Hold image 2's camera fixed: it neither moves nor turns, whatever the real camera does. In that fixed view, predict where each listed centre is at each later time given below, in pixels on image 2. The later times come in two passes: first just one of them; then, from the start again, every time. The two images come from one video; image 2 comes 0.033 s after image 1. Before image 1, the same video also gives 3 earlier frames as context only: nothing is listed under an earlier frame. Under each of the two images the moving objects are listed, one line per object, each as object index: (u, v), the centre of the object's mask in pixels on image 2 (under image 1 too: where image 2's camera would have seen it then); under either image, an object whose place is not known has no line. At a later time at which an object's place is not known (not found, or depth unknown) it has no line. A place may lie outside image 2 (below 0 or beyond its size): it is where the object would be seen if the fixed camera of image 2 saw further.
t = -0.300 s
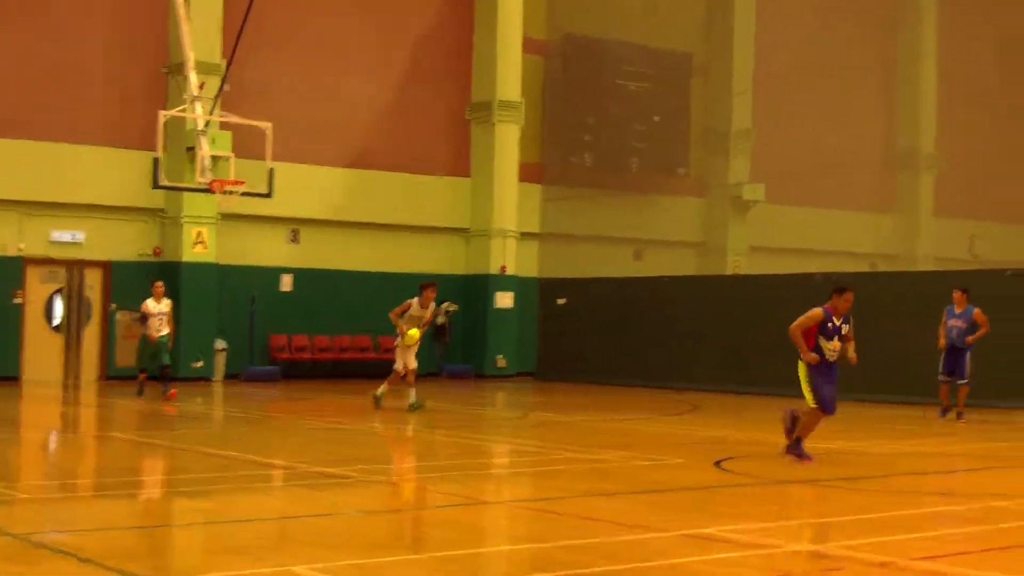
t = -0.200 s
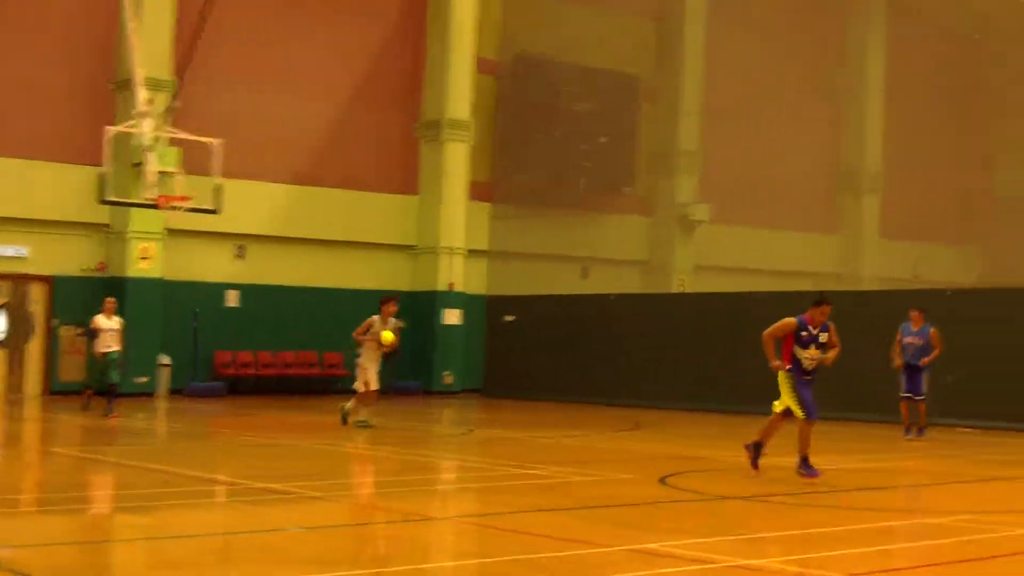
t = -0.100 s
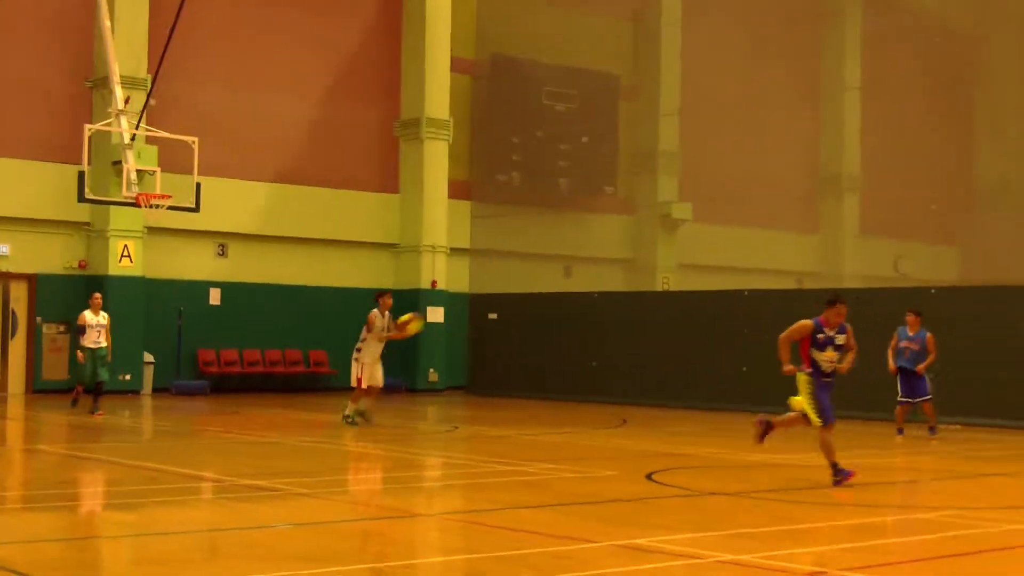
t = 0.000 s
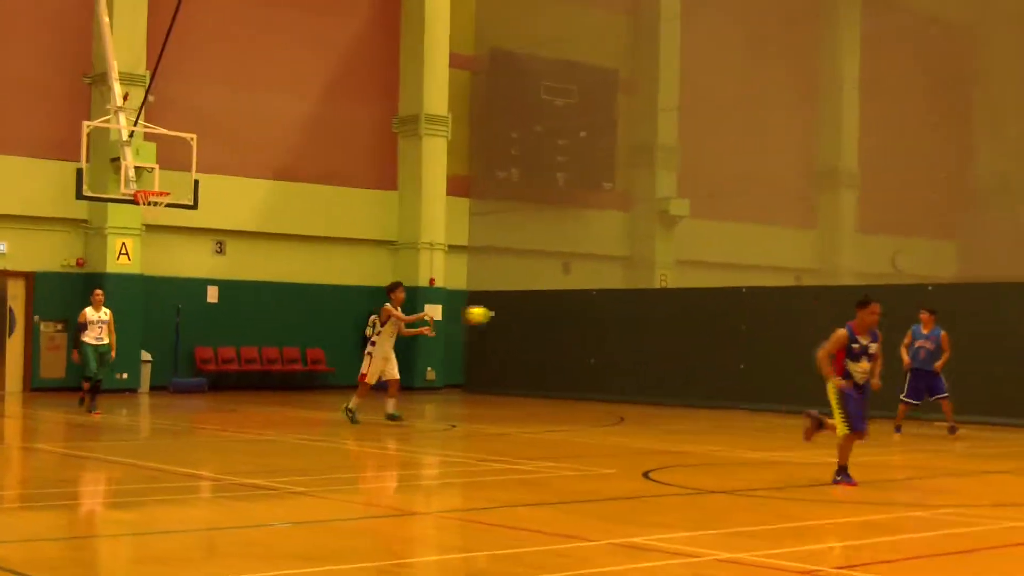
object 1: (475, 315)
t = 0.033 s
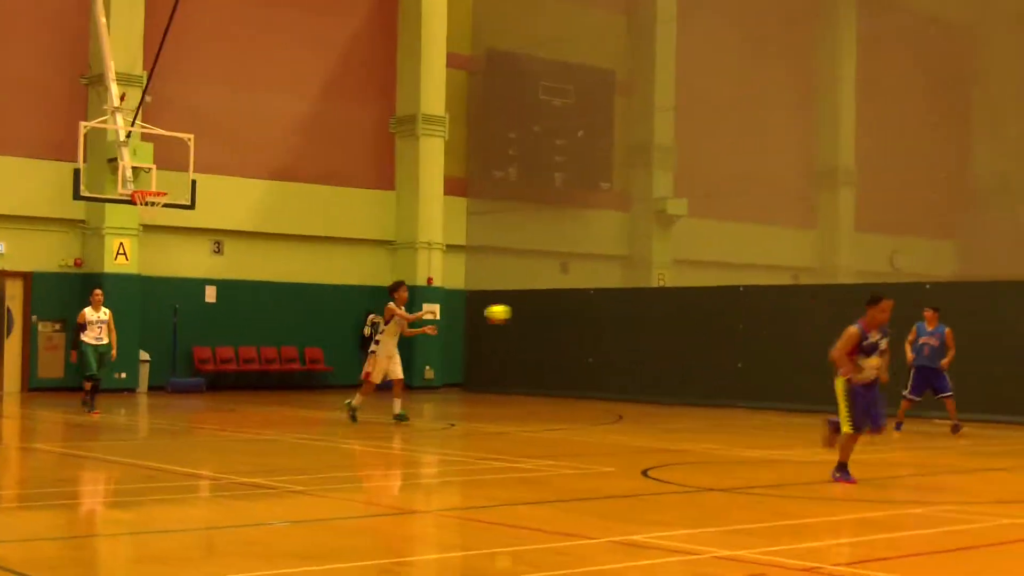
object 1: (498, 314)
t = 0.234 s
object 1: (641, 333)
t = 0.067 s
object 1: (522, 315)
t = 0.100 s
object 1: (545, 317)
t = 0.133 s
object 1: (569, 320)
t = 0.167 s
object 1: (594, 323)
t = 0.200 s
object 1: (618, 328)
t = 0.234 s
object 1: (641, 333)
